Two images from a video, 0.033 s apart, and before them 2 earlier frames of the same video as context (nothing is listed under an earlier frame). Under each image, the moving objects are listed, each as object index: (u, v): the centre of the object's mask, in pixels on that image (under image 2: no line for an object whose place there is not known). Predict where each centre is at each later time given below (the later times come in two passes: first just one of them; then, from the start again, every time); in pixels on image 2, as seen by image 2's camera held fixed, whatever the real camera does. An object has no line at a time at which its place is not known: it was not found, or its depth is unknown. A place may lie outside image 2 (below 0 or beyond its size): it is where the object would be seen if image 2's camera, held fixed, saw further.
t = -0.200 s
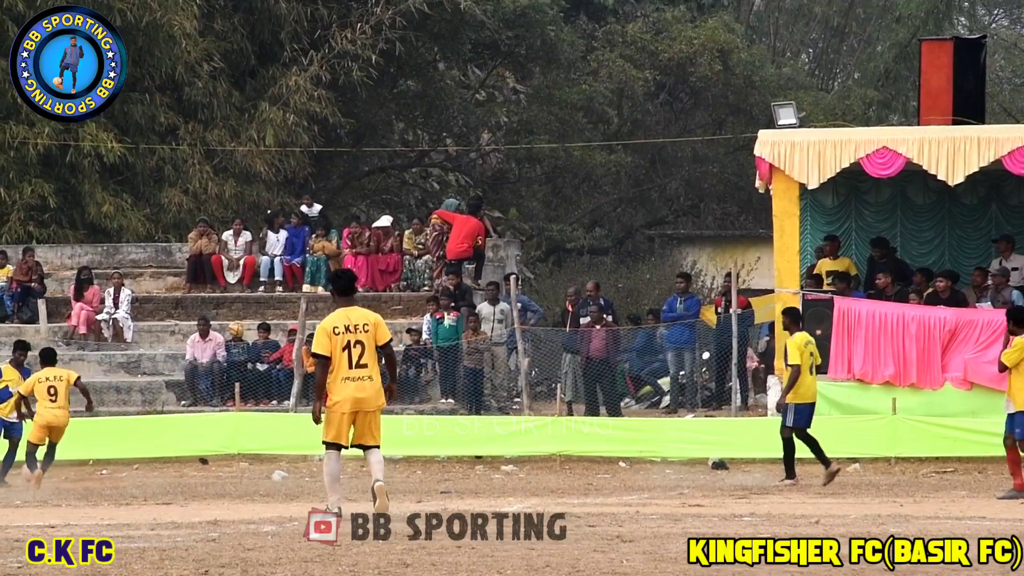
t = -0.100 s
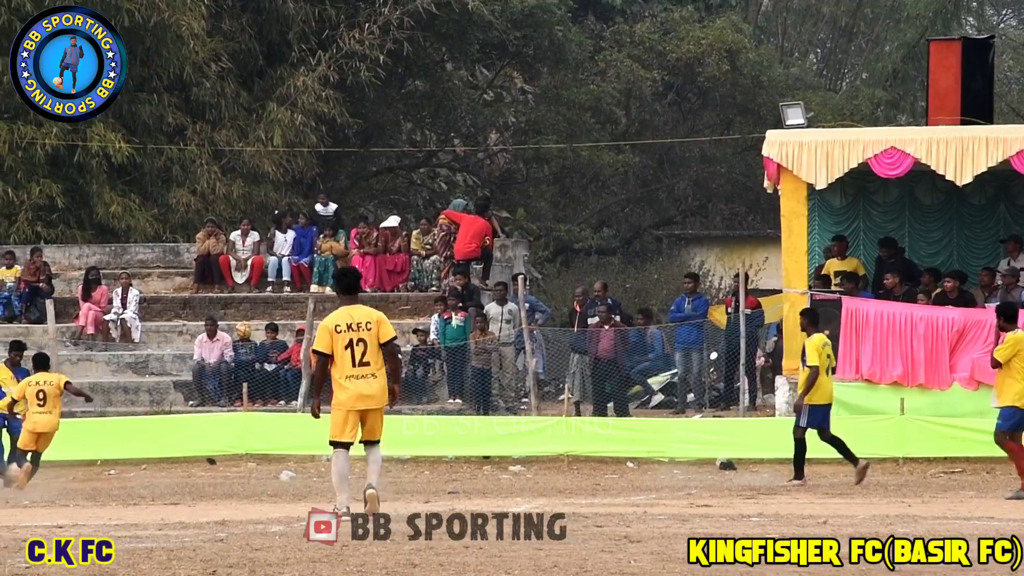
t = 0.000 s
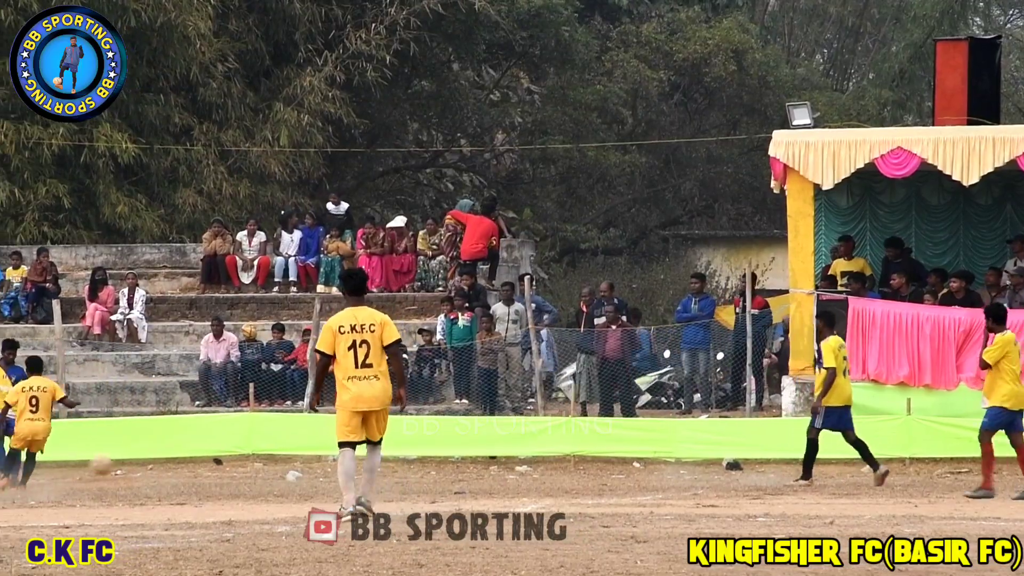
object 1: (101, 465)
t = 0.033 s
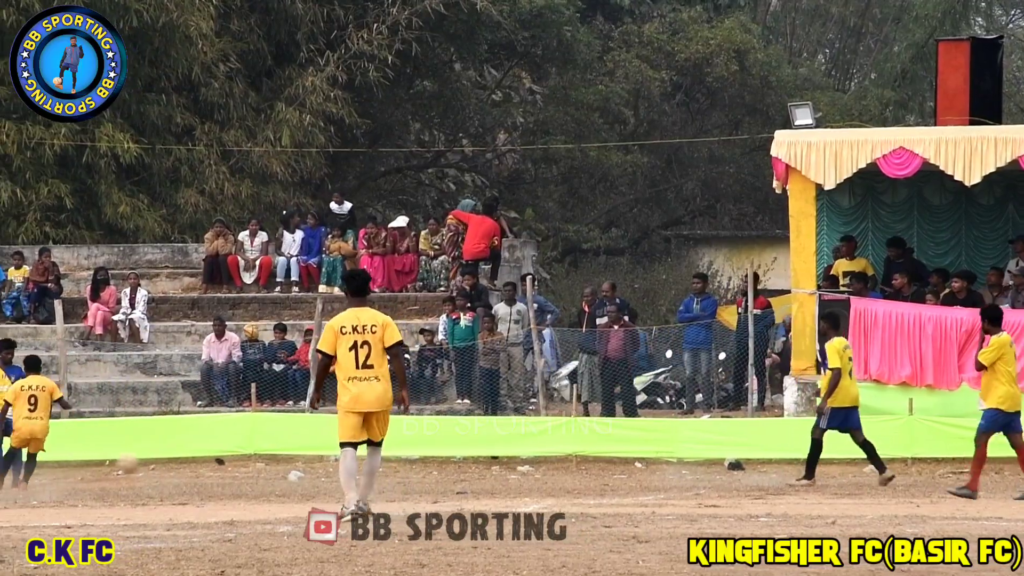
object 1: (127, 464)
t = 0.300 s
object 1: (309, 466)
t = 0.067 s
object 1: (152, 464)
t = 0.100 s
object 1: (177, 465)
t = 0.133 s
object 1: (203, 467)
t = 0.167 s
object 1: (228, 470)
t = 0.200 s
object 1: (254, 473)
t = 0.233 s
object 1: (273, 472)
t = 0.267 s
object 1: (291, 469)
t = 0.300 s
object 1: (309, 466)
